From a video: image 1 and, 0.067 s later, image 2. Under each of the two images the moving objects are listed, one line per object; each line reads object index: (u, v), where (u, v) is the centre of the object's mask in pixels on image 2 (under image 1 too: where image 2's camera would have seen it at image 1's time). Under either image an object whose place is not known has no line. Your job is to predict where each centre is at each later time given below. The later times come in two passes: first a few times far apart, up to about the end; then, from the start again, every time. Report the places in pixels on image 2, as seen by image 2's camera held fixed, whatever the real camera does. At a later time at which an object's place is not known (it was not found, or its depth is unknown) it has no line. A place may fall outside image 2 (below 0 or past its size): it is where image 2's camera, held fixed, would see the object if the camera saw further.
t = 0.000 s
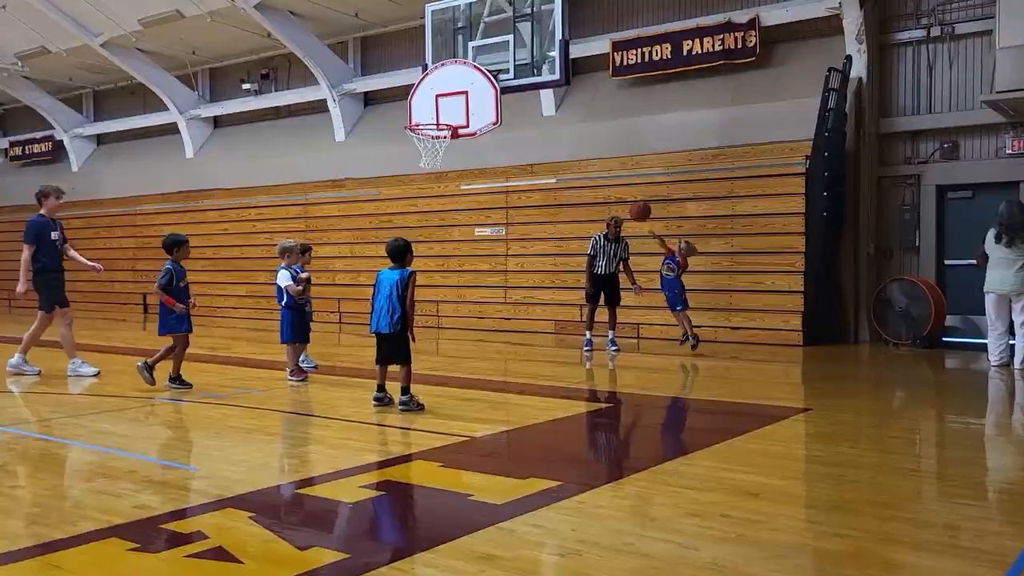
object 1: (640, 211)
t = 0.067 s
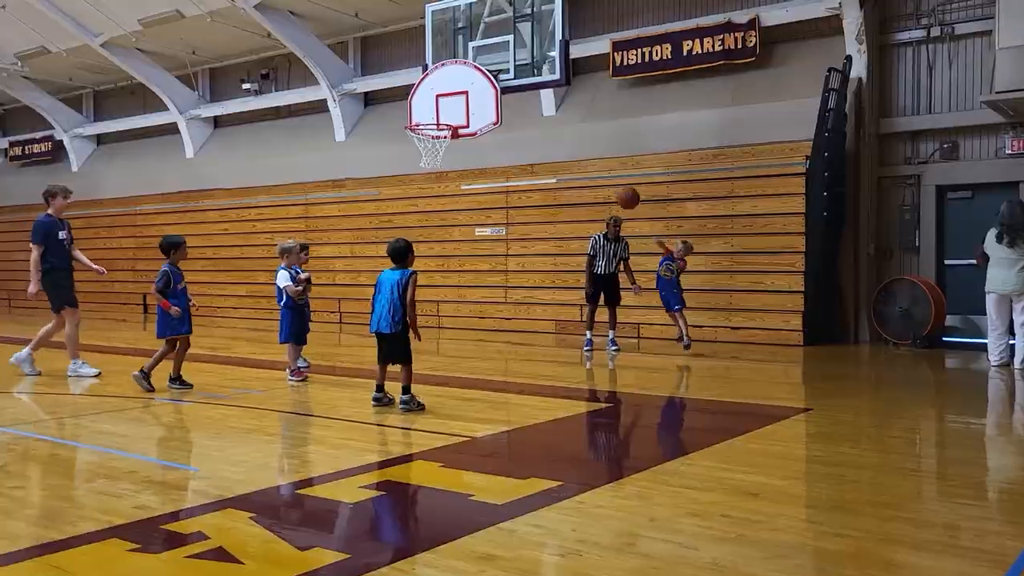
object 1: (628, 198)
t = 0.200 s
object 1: (601, 183)
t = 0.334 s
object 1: (572, 186)
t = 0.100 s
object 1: (622, 193)
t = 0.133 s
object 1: (615, 189)
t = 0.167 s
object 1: (608, 185)
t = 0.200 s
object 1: (601, 183)
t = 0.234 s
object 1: (594, 182)
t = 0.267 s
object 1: (587, 182)
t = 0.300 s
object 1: (579, 183)
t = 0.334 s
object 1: (572, 186)
